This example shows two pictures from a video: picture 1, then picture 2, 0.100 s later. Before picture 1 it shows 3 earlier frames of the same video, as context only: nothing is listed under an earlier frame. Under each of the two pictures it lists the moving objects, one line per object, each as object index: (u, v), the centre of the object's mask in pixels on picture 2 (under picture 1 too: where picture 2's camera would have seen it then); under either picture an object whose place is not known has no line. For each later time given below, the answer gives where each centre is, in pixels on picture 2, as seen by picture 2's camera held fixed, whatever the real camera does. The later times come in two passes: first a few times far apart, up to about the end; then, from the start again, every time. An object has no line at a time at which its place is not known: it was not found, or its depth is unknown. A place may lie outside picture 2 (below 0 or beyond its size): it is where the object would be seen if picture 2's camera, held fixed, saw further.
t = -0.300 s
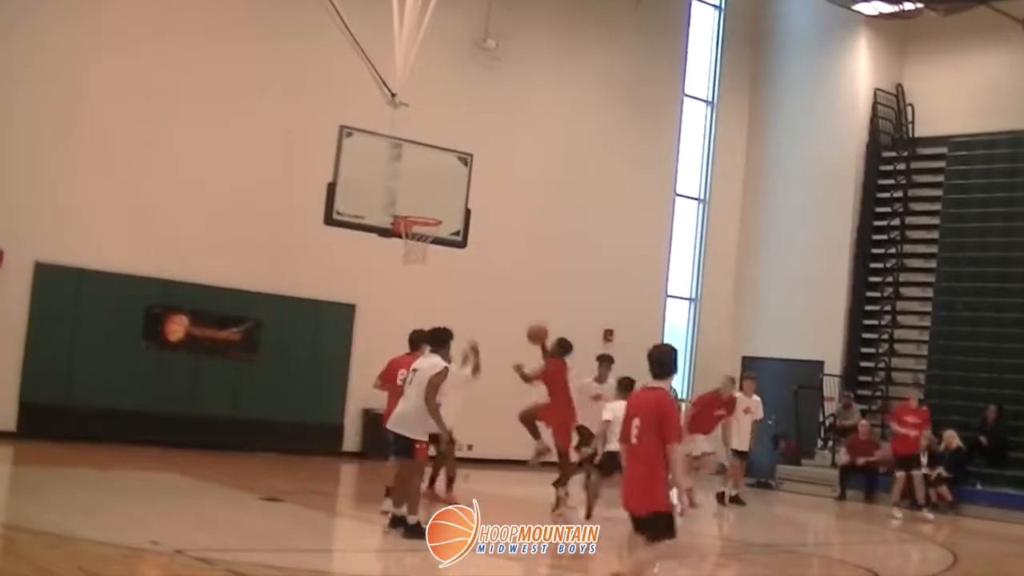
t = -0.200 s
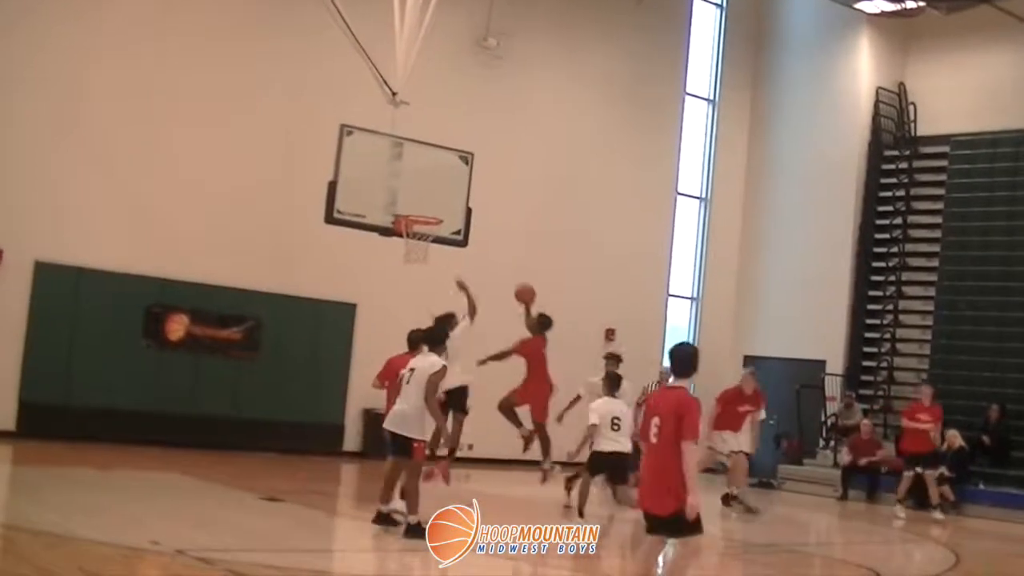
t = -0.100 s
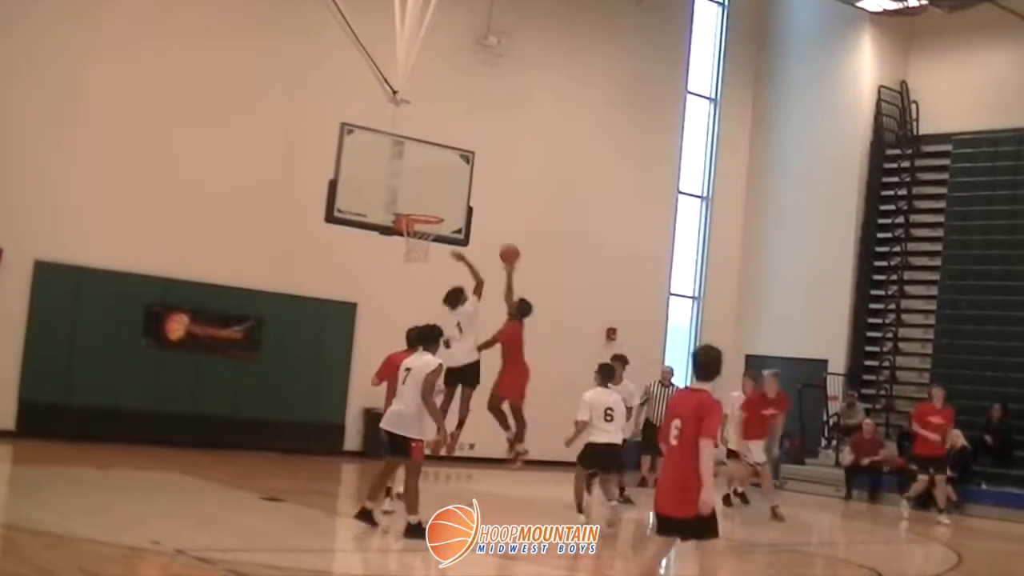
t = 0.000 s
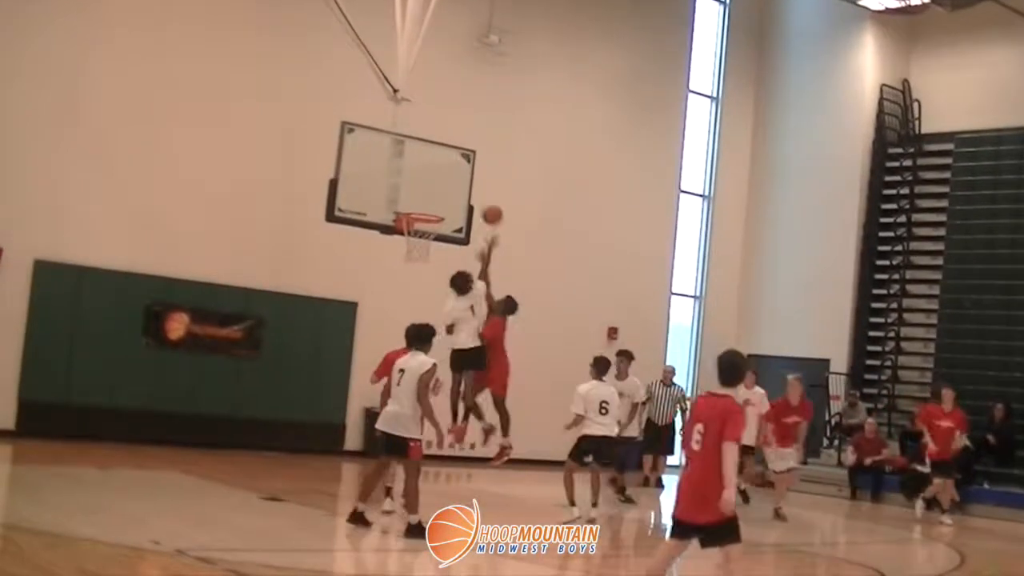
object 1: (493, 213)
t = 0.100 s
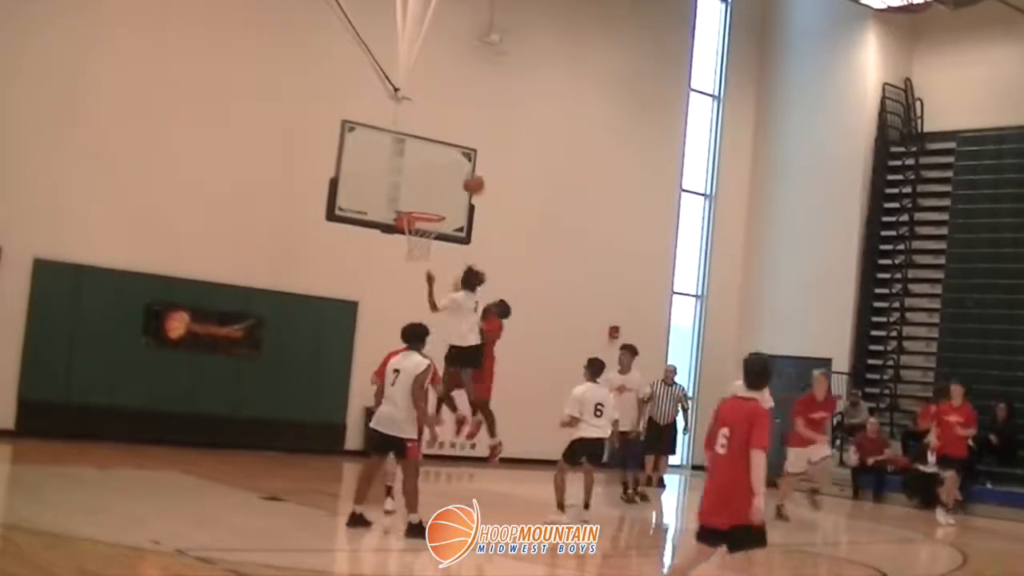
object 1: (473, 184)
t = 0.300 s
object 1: (432, 151)
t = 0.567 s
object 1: (409, 149)
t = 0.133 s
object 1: (467, 176)
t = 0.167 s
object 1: (459, 169)
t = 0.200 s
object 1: (453, 163)
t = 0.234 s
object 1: (446, 158)
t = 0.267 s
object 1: (439, 154)
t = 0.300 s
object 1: (432, 151)
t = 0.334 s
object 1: (424, 149)
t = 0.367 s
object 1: (418, 145)
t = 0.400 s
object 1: (418, 145)
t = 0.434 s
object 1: (417, 144)
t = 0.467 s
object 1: (415, 144)
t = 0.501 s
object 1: (414, 144)
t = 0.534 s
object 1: (412, 145)
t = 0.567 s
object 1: (409, 149)
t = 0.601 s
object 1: (407, 152)
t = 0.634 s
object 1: (405, 157)
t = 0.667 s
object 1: (403, 163)
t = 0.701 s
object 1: (400, 170)
